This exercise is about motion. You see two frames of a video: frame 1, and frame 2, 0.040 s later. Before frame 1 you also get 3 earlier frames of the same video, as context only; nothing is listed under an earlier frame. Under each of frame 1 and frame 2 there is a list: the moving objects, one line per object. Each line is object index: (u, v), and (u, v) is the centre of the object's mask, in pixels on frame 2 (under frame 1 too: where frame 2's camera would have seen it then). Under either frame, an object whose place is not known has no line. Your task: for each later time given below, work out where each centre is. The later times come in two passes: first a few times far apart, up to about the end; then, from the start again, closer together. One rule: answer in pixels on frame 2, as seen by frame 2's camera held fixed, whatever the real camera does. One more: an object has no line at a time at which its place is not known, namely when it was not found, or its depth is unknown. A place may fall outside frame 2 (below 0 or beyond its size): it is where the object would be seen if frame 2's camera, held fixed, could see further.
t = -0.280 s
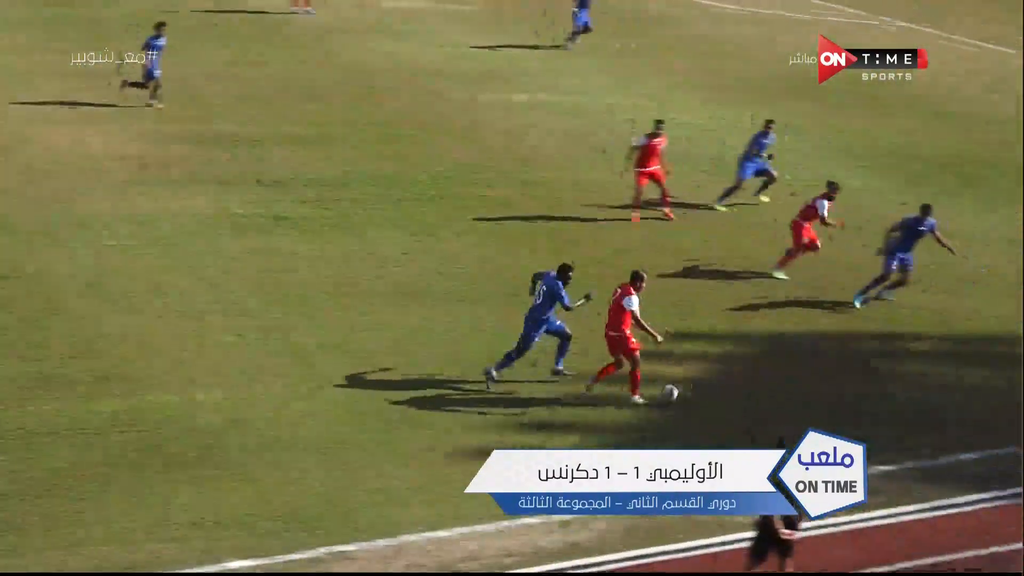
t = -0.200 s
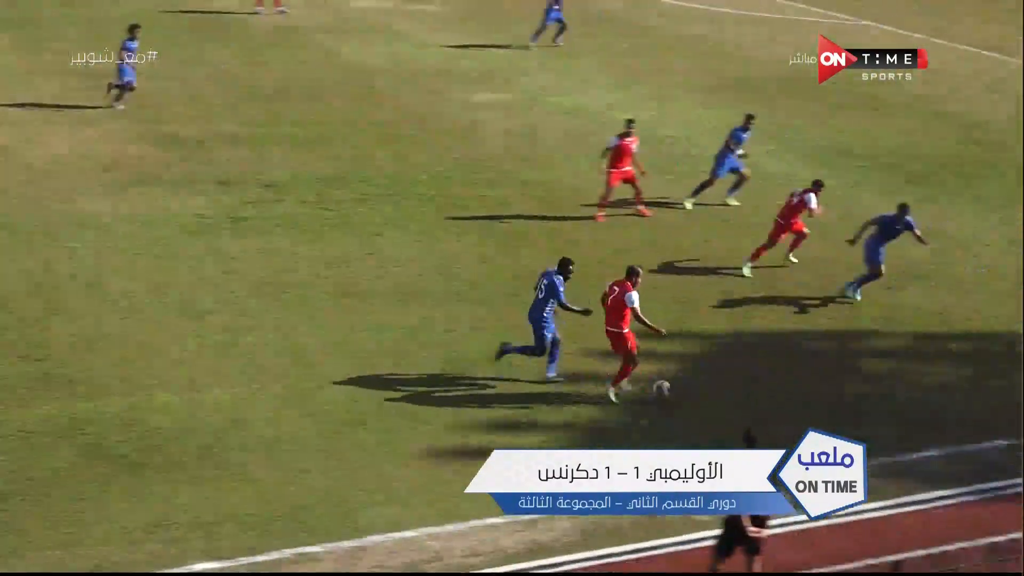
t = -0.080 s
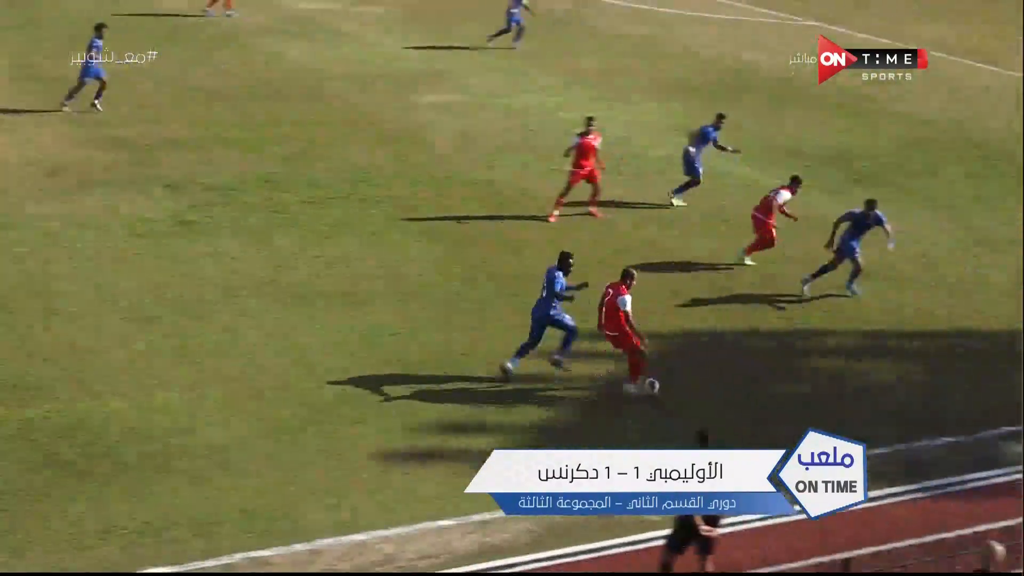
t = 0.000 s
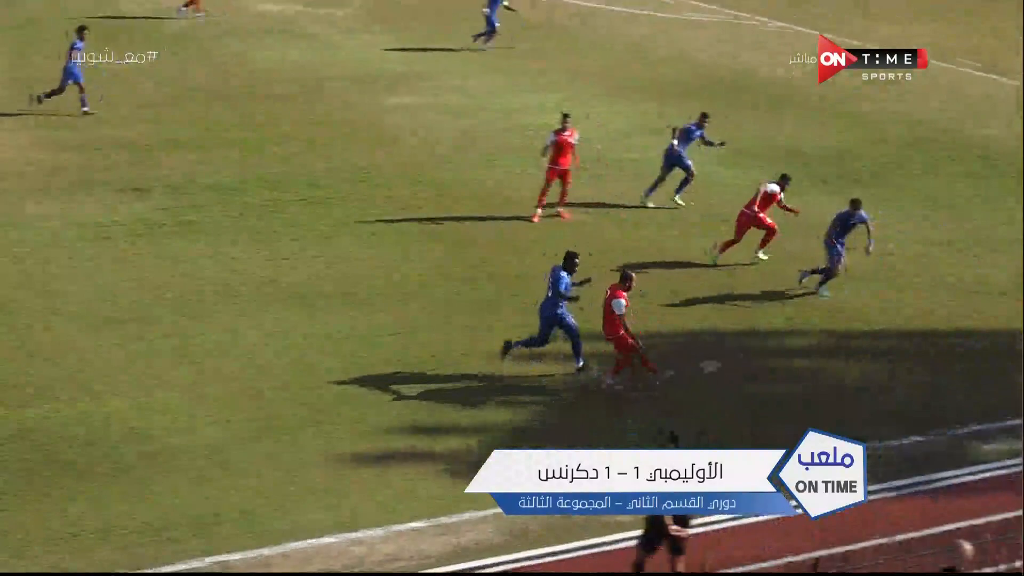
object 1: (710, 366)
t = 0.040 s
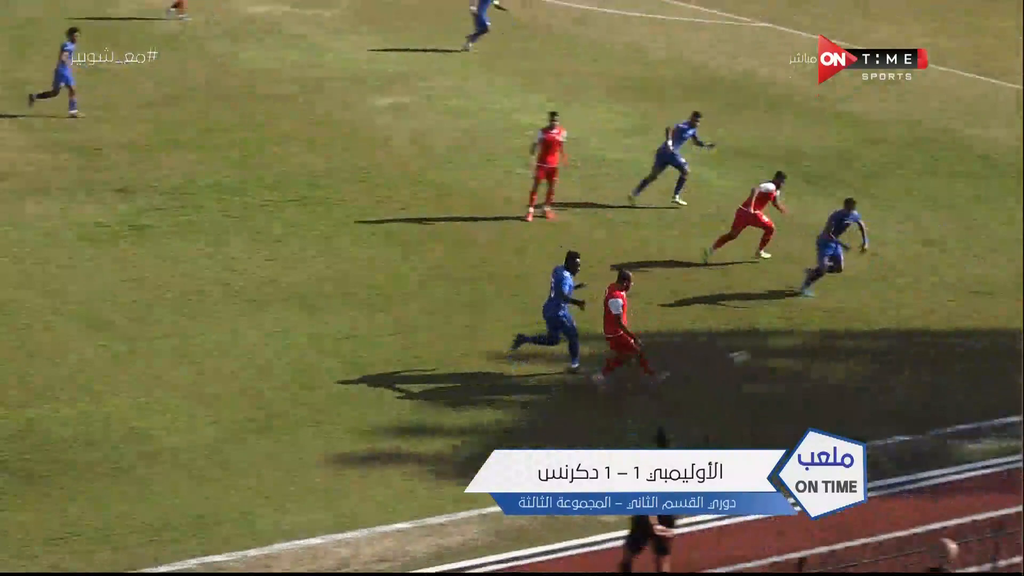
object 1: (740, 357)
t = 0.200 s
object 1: (838, 334)
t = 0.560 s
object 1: (925, 292)
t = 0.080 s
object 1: (768, 351)
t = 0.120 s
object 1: (794, 345)
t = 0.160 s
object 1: (813, 339)
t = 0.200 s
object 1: (838, 334)
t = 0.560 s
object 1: (925, 292)
